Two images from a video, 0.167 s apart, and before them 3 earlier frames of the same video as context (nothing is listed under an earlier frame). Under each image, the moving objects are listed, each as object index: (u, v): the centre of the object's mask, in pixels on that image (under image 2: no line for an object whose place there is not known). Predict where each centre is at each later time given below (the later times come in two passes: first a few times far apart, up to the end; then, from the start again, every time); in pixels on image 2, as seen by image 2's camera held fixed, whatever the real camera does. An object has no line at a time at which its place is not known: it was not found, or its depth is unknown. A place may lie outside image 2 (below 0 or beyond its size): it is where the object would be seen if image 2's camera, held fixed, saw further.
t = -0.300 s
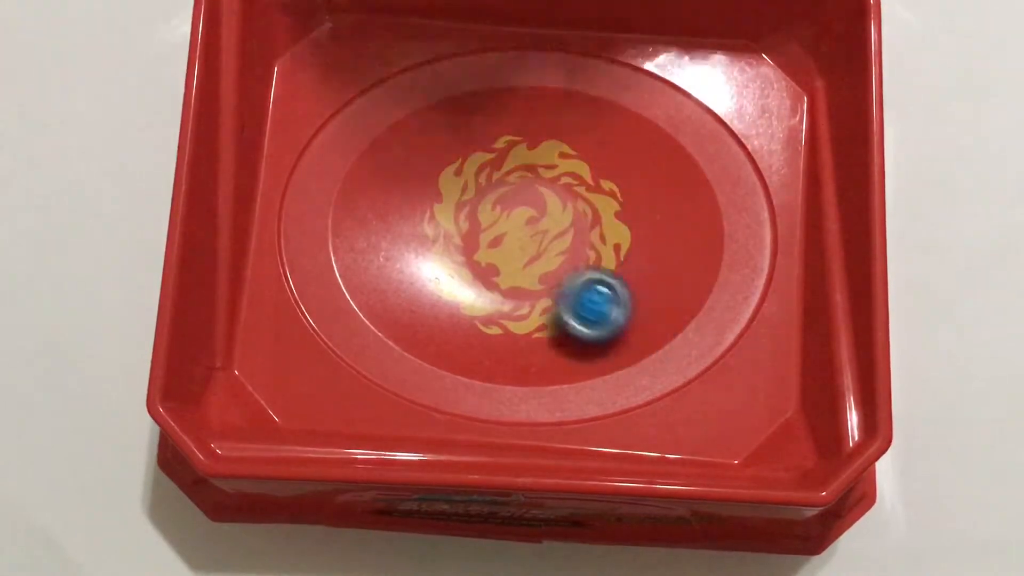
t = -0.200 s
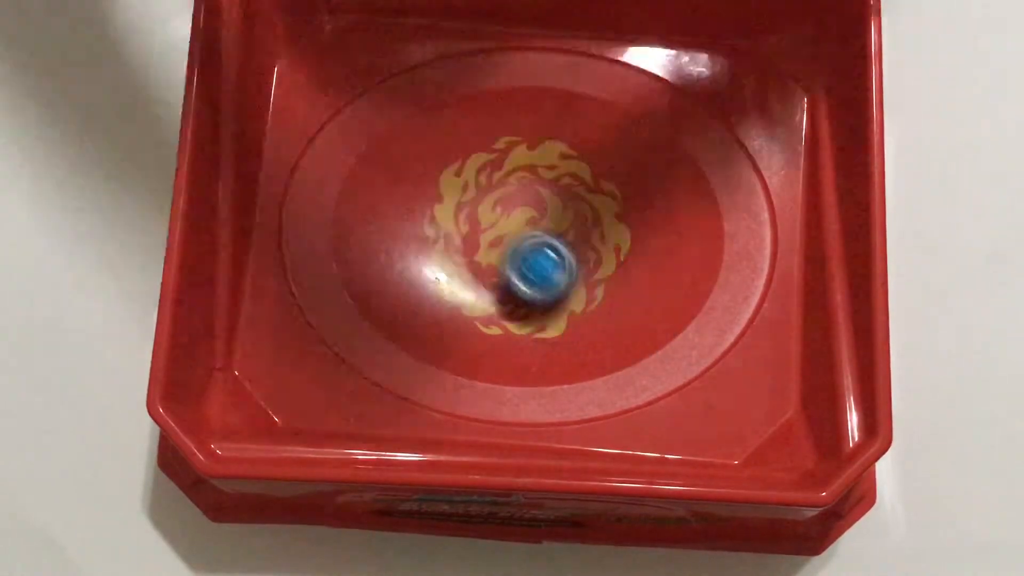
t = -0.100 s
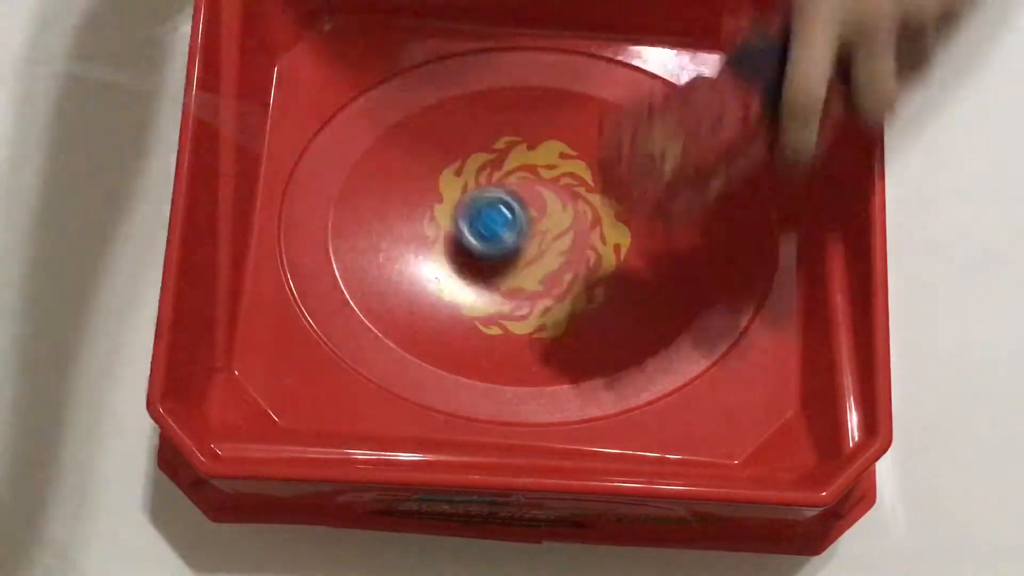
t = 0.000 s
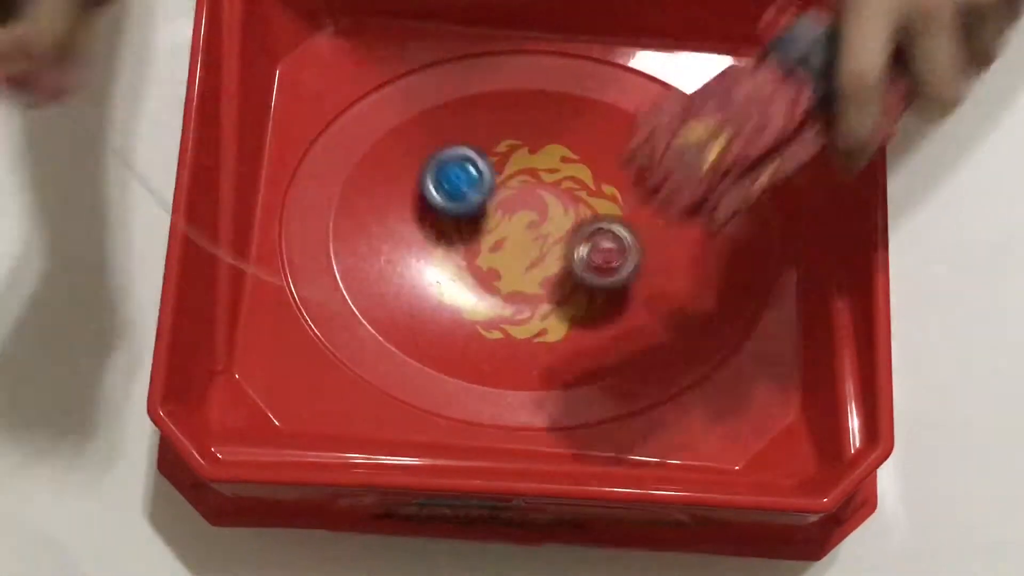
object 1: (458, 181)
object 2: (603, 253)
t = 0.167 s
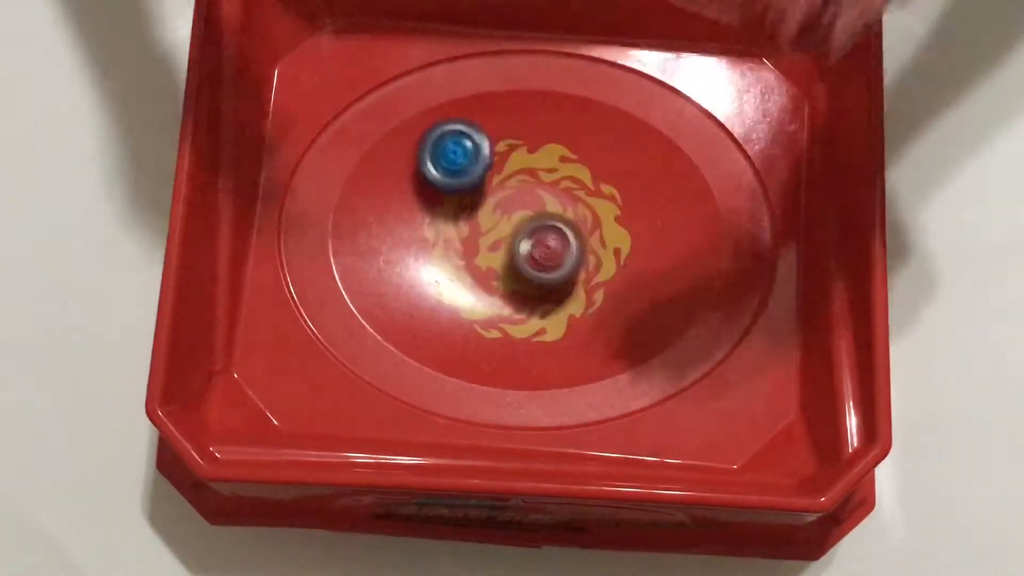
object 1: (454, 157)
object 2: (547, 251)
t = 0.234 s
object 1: (472, 169)
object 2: (529, 242)
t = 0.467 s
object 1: (531, 181)
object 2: (526, 289)
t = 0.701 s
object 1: (558, 181)
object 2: (540, 277)
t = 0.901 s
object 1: (540, 170)
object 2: (562, 283)
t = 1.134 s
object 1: (510, 192)
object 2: (577, 263)
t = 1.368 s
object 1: (485, 212)
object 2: (559, 264)
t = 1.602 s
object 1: (430, 187)
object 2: (569, 294)
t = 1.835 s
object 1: (483, 199)
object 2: (594, 236)
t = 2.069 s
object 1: (455, 218)
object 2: (611, 221)
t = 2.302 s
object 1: (445, 222)
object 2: (558, 199)
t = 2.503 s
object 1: (469, 227)
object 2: (563, 237)
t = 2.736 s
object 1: (466, 255)
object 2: (586, 261)
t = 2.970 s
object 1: (484, 280)
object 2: (588, 238)
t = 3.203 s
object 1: (502, 286)
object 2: (581, 251)
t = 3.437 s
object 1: (478, 281)
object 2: (594, 264)
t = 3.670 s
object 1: (442, 220)
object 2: (628, 204)
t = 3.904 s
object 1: (448, 176)
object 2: (598, 187)
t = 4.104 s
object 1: (429, 180)
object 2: (611, 217)
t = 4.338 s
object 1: (473, 229)
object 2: (584, 216)
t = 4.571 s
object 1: (488, 267)
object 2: (593, 269)
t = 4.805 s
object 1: (477, 276)
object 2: (606, 284)
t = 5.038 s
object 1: (477, 268)
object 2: (568, 263)
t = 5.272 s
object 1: (256, 268)
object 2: (723, 199)
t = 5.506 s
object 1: (321, 272)
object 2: (755, 161)
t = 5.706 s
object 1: (433, 257)
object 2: (733, 162)
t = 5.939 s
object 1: (563, 251)
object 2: (672, 181)
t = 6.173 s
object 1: (622, 286)
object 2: (505, 195)
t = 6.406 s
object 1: (590, 273)
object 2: (433, 277)
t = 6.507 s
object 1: (573, 251)
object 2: (455, 315)
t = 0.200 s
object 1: (462, 162)
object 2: (539, 247)
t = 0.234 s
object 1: (472, 169)
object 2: (529, 242)
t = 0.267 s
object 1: (481, 175)
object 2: (525, 244)
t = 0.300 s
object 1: (488, 173)
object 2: (524, 254)
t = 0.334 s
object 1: (496, 174)
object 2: (524, 262)
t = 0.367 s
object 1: (504, 175)
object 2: (524, 269)
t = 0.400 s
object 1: (513, 178)
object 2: (525, 277)
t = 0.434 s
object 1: (522, 180)
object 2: (525, 285)
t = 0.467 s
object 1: (531, 181)
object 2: (526, 289)
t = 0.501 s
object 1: (539, 181)
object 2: (527, 296)
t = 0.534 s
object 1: (545, 180)
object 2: (529, 298)
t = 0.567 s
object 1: (551, 179)
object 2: (530, 297)
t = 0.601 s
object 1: (556, 179)
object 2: (532, 292)
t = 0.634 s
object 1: (558, 179)
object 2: (534, 287)
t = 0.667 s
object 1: (558, 180)
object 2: (536, 282)
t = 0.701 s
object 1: (558, 181)
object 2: (540, 277)
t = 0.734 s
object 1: (556, 182)
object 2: (543, 271)
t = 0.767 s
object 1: (554, 184)
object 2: (546, 267)
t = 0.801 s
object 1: (552, 180)
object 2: (549, 268)
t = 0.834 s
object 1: (548, 174)
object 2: (553, 272)
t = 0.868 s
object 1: (543, 170)
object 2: (556, 279)
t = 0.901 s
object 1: (540, 170)
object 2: (562, 283)
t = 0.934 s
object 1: (536, 173)
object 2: (564, 286)
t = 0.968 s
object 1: (531, 176)
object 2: (567, 286)
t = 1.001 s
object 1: (526, 180)
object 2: (569, 281)
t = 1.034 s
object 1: (522, 182)
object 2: (571, 273)
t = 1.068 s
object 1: (518, 186)
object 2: (573, 268)
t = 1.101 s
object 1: (514, 188)
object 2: (575, 264)
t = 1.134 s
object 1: (510, 192)
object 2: (577, 263)
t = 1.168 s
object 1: (507, 195)
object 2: (582, 261)
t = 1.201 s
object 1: (503, 197)
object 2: (585, 260)
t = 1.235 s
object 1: (499, 201)
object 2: (585, 260)
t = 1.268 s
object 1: (494, 204)
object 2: (581, 262)
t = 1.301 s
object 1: (491, 207)
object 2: (576, 263)
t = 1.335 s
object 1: (488, 209)
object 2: (568, 263)
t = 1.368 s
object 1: (485, 212)
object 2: (559, 264)
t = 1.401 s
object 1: (482, 215)
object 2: (549, 266)
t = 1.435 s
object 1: (478, 217)
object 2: (544, 268)
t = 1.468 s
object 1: (463, 210)
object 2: (551, 281)
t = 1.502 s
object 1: (449, 202)
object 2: (557, 288)
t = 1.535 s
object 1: (440, 195)
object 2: (562, 293)
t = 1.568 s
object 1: (433, 190)
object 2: (567, 296)
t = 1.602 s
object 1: (430, 187)
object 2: (569, 294)
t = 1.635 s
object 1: (431, 185)
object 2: (571, 288)
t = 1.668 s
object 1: (435, 184)
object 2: (575, 279)
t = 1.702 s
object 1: (442, 186)
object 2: (578, 269)
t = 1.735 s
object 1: (451, 187)
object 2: (581, 258)
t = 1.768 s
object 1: (461, 190)
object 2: (585, 249)
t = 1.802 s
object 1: (473, 195)
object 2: (591, 241)
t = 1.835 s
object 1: (483, 199)
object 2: (594, 236)
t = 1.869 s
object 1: (493, 204)
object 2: (594, 231)
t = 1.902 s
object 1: (502, 207)
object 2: (591, 228)
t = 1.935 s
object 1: (502, 211)
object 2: (591, 227)
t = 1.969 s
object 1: (490, 213)
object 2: (601, 225)
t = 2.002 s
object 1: (477, 215)
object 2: (610, 225)
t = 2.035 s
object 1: (466, 216)
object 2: (611, 224)
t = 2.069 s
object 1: (455, 218)
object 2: (611, 221)
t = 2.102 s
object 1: (447, 219)
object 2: (607, 217)
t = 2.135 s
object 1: (442, 220)
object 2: (597, 213)
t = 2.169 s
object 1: (438, 221)
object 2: (586, 210)
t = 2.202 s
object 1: (437, 222)
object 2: (577, 205)
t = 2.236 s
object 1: (437, 222)
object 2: (568, 202)
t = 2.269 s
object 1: (441, 221)
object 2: (563, 200)
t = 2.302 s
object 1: (445, 222)
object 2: (558, 199)
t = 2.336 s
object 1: (451, 222)
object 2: (555, 200)
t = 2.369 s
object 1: (457, 222)
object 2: (553, 203)
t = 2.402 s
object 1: (464, 223)
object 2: (552, 210)
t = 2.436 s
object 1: (470, 224)
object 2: (551, 219)
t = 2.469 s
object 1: (470, 225)
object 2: (557, 227)
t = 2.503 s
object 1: (469, 227)
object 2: (563, 237)
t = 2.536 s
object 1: (467, 229)
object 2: (569, 246)
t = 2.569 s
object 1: (465, 232)
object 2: (575, 255)
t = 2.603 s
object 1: (463, 236)
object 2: (581, 261)
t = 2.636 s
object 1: (461, 242)
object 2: (586, 265)
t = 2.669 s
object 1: (462, 247)
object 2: (588, 265)
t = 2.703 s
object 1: (464, 251)
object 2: (588, 264)
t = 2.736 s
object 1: (466, 255)
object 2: (586, 261)
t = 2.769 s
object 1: (469, 258)
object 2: (585, 255)
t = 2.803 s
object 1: (472, 261)
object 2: (582, 249)
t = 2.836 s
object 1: (474, 263)
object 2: (582, 246)
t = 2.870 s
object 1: (476, 266)
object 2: (582, 241)
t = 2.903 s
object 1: (478, 270)
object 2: (582, 240)
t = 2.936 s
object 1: (481, 275)
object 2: (584, 237)
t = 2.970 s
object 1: (484, 280)
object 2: (588, 238)
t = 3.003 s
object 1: (487, 282)
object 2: (589, 238)
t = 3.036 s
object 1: (491, 284)
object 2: (590, 238)
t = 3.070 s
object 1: (494, 285)
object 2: (590, 239)
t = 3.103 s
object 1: (498, 284)
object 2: (588, 241)
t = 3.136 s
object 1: (500, 284)
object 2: (586, 245)
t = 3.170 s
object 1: (501, 285)
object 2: (584, 247)
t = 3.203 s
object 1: (502, 286)
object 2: (581, 251)
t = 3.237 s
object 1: (501, 288)
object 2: (581, 253)
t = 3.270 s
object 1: (498, 291)
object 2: (582, 255)
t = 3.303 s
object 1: (496, 292)
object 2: (582, 257)
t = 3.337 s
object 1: (495, 291)
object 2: (580, 260)
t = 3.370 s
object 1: (495, 288)
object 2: (578, 262)
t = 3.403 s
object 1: (495, 283)
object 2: (578, 263)
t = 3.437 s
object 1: (478, 281)
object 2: (594, 264)
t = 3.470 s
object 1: (462, 274)
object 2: (609, 262)
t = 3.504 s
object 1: (450, 268)
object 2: (622, 255)
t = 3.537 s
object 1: (442, 260)
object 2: (631, 247)
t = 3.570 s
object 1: (438, 250)
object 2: (635, 238)
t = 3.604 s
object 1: (437, 241)
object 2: (637, 227)
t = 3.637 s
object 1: (437, 229)
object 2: (635, 215)
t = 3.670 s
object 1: (442, 220)
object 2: (628, 204)
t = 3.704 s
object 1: (448, 210)
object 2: (618, 194)
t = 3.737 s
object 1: (457, 202)
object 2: (605, 187)
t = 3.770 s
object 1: (468, 195)
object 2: (590, 181)
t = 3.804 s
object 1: (478, 191)
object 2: (575, 177)
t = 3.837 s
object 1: (480, 186)
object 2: (568, 177)
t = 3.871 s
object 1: (462, 181)
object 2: (583, 181)
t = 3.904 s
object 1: (448, 176)
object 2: (598, 187)
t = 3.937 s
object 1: (436, 173)
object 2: (608, 194)
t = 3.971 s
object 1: (429, 171)
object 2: (615, 200)
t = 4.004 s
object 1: (424, 171)
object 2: (618, 205)
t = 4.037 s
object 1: (423, 172)
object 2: (618, 210)
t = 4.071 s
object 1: (425, 175)
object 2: (615, 215)
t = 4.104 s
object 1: (429, 180)
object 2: (611, 217)
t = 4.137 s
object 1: (435, 187)
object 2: (606, 217)
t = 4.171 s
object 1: (441, 195)
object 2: (601, 215)
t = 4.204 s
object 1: (449, 202)
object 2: (595, 213)
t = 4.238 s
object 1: (457, 210)
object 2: (591, 210)
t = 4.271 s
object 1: (463, 217)
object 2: (588, 211)
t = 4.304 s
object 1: (469, 223)
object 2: (586, 212)
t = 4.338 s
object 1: (473, 229)
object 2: (584, 216)
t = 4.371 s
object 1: (476, 233)
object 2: (583, 221)
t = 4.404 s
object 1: (478, 237)
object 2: (582, 225)
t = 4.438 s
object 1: (481, 240)
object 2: (582, 233)
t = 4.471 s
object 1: (484, 245)
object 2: (585, 241)
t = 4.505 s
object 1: (486, 252)
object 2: (587, 251)
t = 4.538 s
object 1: (488, 259)
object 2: (590, 260)
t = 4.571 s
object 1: (488, 267)
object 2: (593, 269)
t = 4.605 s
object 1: (486, 273)
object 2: (594, 277)
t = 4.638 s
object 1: (483, 279)
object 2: (596, 283)
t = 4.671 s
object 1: (481, 282)
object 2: (599, 287)
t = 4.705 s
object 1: (479, 283)
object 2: (601, 289)
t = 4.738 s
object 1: (477, 282)
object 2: (604, 289)
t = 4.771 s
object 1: (477, 279)
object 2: (606, 287)
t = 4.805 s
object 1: (477, 276)
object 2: (606, 284)
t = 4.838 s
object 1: (478, 272)
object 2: (606, 278)
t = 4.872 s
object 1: (480, 266)
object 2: (604, 275)
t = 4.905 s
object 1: (481, 262)
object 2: (601, 273)
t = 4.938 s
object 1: (480, 261)
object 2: (595, 271)
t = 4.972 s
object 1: (480, 262)
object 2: (588, 268)
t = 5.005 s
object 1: (479, 264)
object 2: (579, 265)
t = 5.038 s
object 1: (477, 268)
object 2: (568, 263)
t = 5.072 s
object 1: (472, 272)
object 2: (561, 263)
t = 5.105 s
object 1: (422, 279)
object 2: (599, 259)
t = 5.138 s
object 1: (375, 282)
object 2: (635, 251)
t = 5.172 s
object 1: (333, 283)
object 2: (667, 241)
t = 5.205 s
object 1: (297, 281)
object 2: (691, 227)
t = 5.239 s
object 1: (267, 275)
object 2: (711, 213)
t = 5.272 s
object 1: (256, 268)
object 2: (723, 199)
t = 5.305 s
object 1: (253, 266)
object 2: (732, 186)
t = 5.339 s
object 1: (261, 267)
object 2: (740, 177)
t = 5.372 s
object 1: (273, 271)
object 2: (745, 172)
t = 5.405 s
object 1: (280, 271)
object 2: (749, 168)
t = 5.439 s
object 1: (291, 273)
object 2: (753, 164)
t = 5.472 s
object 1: (306, 272)
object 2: (756, 161)
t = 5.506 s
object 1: (321, 272)
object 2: (755, 161)
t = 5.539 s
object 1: (337, 272)
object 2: (752, 159)
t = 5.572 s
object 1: (353, 272)
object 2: (749, 159)
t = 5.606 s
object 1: (372, 270)
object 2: (746, 159)
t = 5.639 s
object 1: (392, 266)
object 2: (742, 160)
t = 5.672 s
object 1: (413, 261)
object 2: (737, 161)
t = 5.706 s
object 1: (433, 257)
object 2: (733, 162)
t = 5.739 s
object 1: (454, 251)
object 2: (728, 163)
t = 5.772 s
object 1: (473, 247)
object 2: (724, 165)
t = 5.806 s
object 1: (493, 245)
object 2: (719, 166)
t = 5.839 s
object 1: (510, 246)
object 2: (712, 170)
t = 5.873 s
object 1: (528, 247)
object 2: (704, 173)
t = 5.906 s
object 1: (545, 249)
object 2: (689, 177)
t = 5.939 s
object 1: (563, 251)
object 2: (672, 181)
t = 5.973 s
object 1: (578, 254)
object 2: (650, 183)
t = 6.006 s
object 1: (593, 258)
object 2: (624, 185)
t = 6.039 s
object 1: (605, 264)
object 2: (599, 185)
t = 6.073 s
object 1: (613, 270)
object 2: (572, 183)
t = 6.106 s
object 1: (618, 277)
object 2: (546, 184)
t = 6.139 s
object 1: (621, 281)
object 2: (525, 188)
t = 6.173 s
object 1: (622, 286)
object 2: (505, 195)
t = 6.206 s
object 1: (621, 289)
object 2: (488, 203)
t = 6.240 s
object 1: (617, 290)
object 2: (472, 213)
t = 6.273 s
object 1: (613, 289)
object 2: (458, 223)
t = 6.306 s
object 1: (608, 287)
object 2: (448, 234)
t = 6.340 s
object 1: (601, 283)
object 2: (441, 248)
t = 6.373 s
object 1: (597, 279)
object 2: (435, 263)
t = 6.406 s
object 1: (590, 273)
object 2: (433, 277)
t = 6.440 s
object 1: (583, 266)
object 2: (436, 293)
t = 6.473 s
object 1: (577, 260)
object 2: (444, 304)
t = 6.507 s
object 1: (573, 251)
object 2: (455, 315)
